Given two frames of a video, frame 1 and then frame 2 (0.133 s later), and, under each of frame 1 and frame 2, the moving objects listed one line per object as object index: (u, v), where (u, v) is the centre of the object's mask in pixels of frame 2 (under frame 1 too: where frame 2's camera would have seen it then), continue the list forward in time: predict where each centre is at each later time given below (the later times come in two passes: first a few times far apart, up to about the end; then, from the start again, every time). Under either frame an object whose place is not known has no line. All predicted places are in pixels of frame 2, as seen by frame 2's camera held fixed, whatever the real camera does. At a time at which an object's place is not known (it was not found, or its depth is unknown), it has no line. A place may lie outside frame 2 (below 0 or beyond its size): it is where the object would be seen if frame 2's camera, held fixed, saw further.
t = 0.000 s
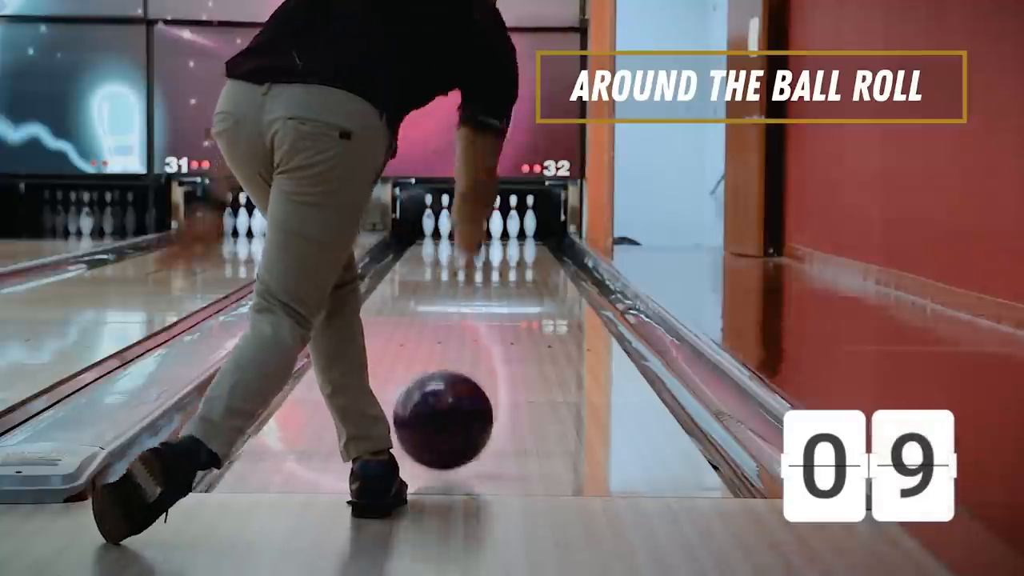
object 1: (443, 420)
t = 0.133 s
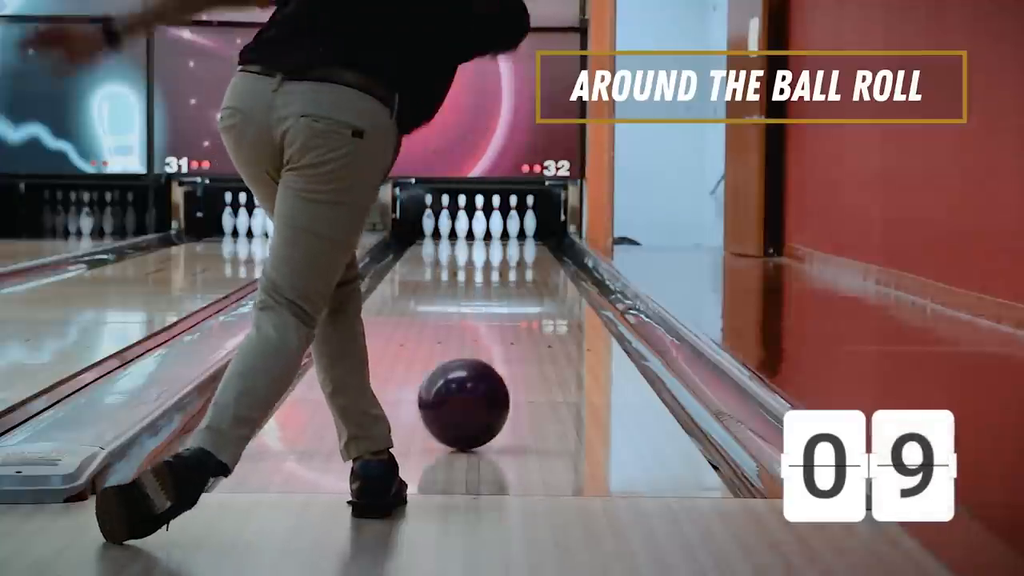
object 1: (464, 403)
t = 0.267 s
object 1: (481, 385)
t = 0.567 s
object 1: (508, 352)
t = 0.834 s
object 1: (524, 330)
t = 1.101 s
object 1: (534, 312)
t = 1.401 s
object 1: (543, 297)
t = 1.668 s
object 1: (547, 286)
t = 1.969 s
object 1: (547, 275)
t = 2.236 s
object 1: (538, 267)
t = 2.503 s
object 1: (526, 260)
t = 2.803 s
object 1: (512, 253)
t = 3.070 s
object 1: (500, 248)
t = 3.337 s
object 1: (488, 243)
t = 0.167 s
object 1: (469, 398)
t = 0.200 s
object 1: (473, 394)
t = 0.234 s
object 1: (477, 389)
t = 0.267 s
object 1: (481, 385)
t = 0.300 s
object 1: (484, 380)
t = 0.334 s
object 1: (488, 376)
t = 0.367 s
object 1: (491, 372)
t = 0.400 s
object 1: (494, 369)
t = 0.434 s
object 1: (497, 365)
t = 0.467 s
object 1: (500, 362)
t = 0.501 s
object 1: (503, 358)
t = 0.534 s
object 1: (505, 355)
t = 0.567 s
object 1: (508, 352)
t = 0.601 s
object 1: (510, 349)
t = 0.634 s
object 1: (512, 346)
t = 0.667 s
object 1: (515, 343)
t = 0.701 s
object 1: (516, 340)
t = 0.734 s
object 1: (518, 338)
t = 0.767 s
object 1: (520, 335)
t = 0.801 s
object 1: (522, 333)
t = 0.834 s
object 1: (524, 330)
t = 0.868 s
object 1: (525, 328)
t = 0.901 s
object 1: (527, 326)
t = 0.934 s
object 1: (528, 323)
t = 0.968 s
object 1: (530, 321)
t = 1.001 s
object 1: (531, 319)
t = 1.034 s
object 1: (532, 317)
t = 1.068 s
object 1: (533, 315)
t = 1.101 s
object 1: (534, 312)
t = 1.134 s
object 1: (536, 311)
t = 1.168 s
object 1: (537, 309)
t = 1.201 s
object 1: (537, 307)
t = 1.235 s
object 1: (539, 306)
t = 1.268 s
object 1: (539, 304)
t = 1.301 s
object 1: (540, 302)
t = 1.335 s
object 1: (541, 300)
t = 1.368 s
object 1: (542, 299)
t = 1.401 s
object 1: (543, 297)
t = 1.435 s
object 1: (543, 296)
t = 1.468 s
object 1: (544, 294)
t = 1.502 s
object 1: (545, 293)
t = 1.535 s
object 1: (545, 291)
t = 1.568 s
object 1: (546, 290)
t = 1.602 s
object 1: (547, 288)
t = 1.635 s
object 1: (547, 287)
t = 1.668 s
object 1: (547, 286)
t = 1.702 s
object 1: (548, 285)
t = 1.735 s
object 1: (548, 283)
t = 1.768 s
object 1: (548, 283)
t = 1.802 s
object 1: (548, 281)
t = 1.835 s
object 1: (548, 280)
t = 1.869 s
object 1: (548, 279)
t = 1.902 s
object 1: (548, 278)
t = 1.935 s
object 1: (548, 277)
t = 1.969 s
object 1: (547, 275)
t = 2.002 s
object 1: (547, 274)
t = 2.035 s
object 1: (546, 273)
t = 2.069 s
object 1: (545, 272)
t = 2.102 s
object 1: (544, 271)
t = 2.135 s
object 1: (543, 270)
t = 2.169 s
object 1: (542, 269)
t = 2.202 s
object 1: (540, 268)
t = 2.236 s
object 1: (538, 267)
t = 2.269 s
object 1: (538, 267)
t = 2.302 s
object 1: (536, 265)
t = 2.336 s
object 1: (534, 264)
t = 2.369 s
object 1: (533, 263)
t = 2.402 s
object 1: (531, 262)
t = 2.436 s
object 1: (530, 262)
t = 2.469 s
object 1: (528, 261)
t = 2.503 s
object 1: (526, 260)
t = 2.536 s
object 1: (525, 260)
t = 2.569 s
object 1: (524, 259)
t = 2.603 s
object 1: (522, 258)
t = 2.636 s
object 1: (520, 257)
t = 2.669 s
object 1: (519, 256)
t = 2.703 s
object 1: (516, 255)
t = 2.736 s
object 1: (515, 255)
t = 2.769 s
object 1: (514, 254)
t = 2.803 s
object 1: (512, 253)
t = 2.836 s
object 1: (510, 253)
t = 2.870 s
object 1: (509, 252)
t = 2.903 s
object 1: (507, 251)
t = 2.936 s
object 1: (506, 251)
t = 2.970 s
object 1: (505, 250)
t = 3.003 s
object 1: (503, 249)
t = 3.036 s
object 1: (502, 249)
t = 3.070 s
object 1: (500, 248)
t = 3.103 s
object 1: (499, 248)
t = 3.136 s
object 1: (497, 247)
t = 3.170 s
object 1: (496, 246)
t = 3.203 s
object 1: (494, 246)
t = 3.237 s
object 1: (493, 245)
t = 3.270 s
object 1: (492, 244)
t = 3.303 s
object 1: (489, 244)
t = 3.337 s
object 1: (488, 243)
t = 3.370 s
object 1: (486, 243)
